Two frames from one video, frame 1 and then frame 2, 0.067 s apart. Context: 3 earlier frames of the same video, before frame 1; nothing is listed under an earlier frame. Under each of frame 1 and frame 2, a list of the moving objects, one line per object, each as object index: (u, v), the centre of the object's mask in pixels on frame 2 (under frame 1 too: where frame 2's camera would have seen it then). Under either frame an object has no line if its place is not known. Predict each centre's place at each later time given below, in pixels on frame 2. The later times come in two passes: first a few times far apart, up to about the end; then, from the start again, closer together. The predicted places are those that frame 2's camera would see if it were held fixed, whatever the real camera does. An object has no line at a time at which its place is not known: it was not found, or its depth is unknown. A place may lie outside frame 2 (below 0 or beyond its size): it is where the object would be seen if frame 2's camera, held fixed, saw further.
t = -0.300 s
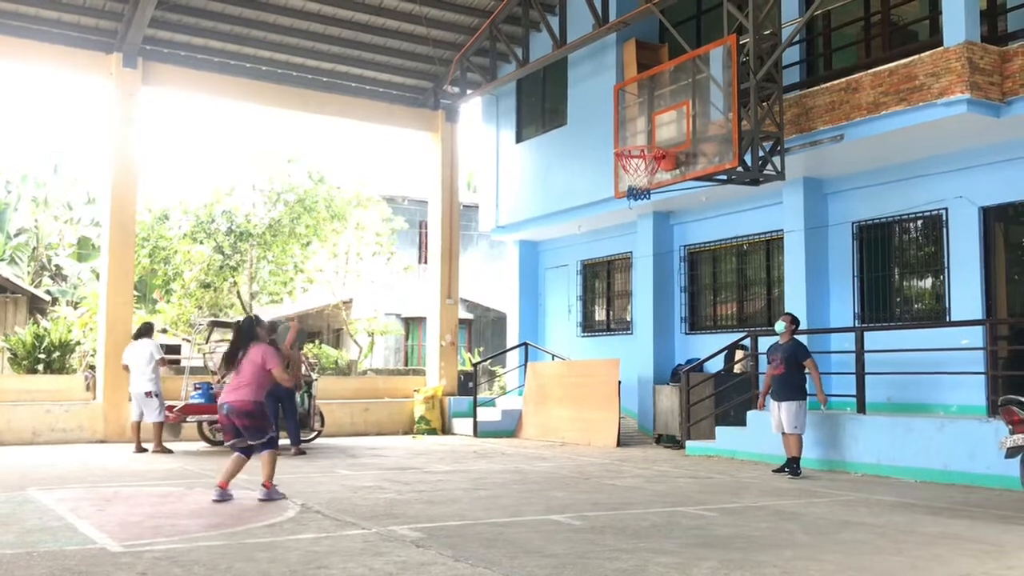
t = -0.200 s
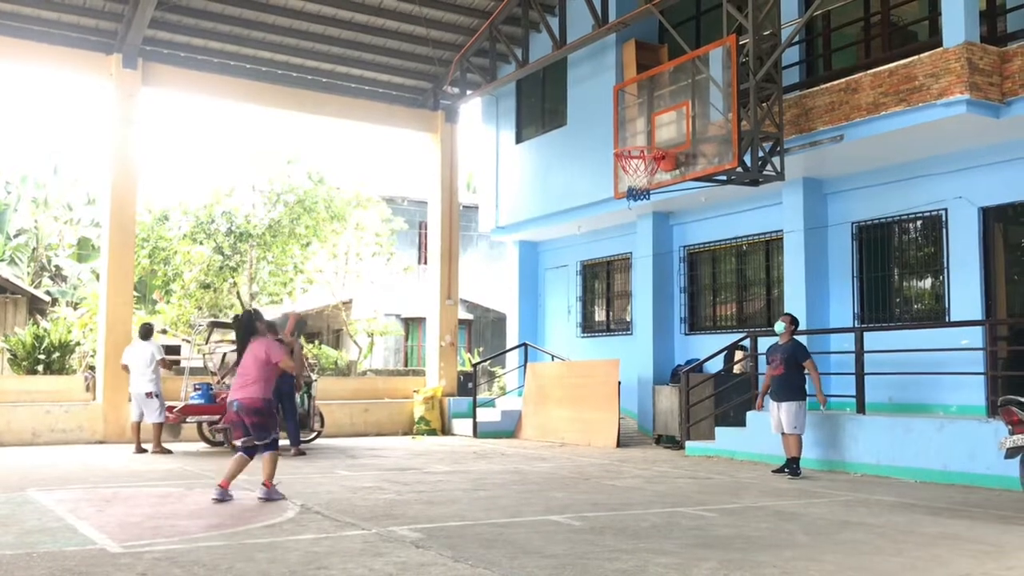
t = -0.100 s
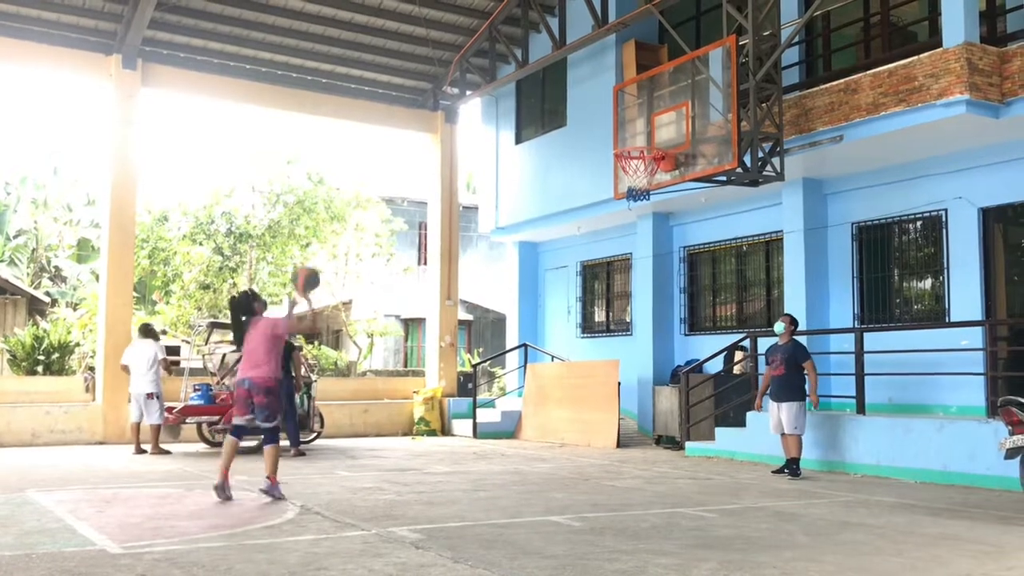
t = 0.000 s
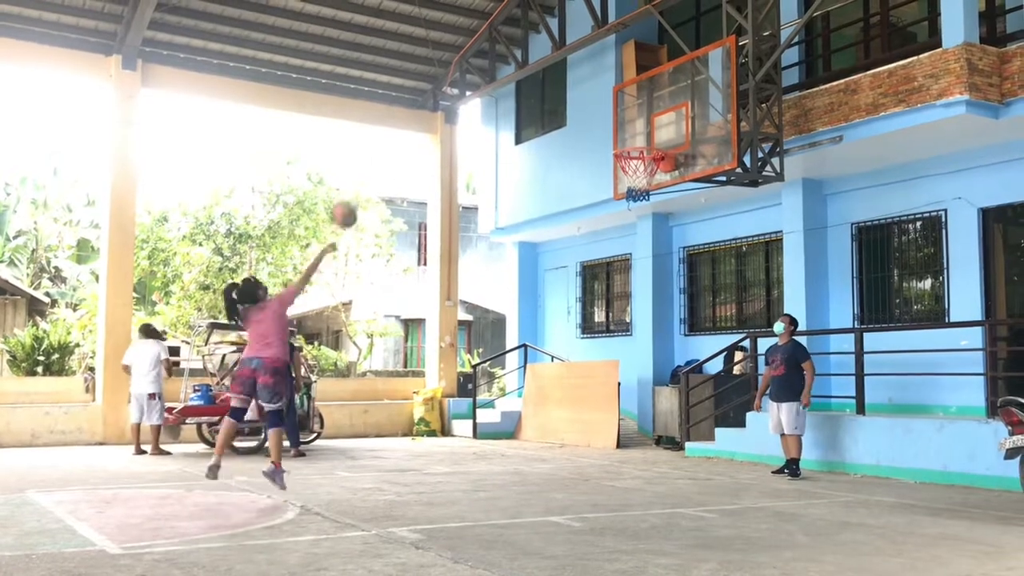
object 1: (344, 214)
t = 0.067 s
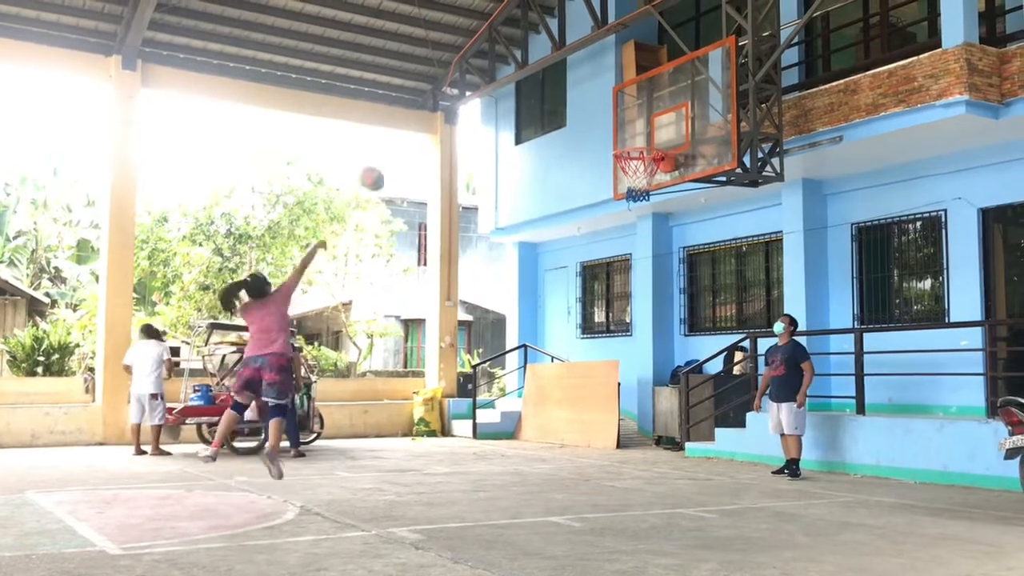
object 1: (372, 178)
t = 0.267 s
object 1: (450, 101)
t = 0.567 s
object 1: (558, 79)
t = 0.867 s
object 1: (652, 147)
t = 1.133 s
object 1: (629, 175)
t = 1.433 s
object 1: (652, 208)
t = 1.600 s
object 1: (665, 263)
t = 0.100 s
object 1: (386, 162)
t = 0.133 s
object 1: (400, 147)
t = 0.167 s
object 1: (415, 135)
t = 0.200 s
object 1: (429, 123)
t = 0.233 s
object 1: (443, 111)
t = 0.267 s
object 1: (450, 101)
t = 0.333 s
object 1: (475, 90)
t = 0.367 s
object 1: (488, 85)
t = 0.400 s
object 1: (501, 81)
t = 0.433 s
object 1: (513, 78)
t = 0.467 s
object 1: (525, 77)
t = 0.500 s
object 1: (534, 80)
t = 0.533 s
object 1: (544, 79)
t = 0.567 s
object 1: (558, 79)
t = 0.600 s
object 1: (569, 83)
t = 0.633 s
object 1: (580, 88)
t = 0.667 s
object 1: (590, 93)
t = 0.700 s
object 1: (600, 99)
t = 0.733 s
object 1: (609, 107)
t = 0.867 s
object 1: (652, 147)
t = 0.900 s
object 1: (645, 153)
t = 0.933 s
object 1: (635, 159)
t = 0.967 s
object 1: (630, 161)
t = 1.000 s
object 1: (628, 164)
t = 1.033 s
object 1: (626, 166)
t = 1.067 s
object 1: (627, 172)
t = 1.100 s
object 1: (627, 175)
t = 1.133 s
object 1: (629, 175)
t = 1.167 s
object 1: (632, 176)
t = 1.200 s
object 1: (633, 177)
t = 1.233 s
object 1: (637, 178)
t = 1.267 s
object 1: (639, 184)
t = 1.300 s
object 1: (643, 184)
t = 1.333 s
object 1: (646, 188)
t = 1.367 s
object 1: (648, 192)
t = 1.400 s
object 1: (650, 200)
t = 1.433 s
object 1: (652, 208)
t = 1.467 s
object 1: (655, 217)
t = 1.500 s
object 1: (657, 227)
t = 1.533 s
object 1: (660, 238)
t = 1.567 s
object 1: (662, 250)
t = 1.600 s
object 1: (665, 263)
